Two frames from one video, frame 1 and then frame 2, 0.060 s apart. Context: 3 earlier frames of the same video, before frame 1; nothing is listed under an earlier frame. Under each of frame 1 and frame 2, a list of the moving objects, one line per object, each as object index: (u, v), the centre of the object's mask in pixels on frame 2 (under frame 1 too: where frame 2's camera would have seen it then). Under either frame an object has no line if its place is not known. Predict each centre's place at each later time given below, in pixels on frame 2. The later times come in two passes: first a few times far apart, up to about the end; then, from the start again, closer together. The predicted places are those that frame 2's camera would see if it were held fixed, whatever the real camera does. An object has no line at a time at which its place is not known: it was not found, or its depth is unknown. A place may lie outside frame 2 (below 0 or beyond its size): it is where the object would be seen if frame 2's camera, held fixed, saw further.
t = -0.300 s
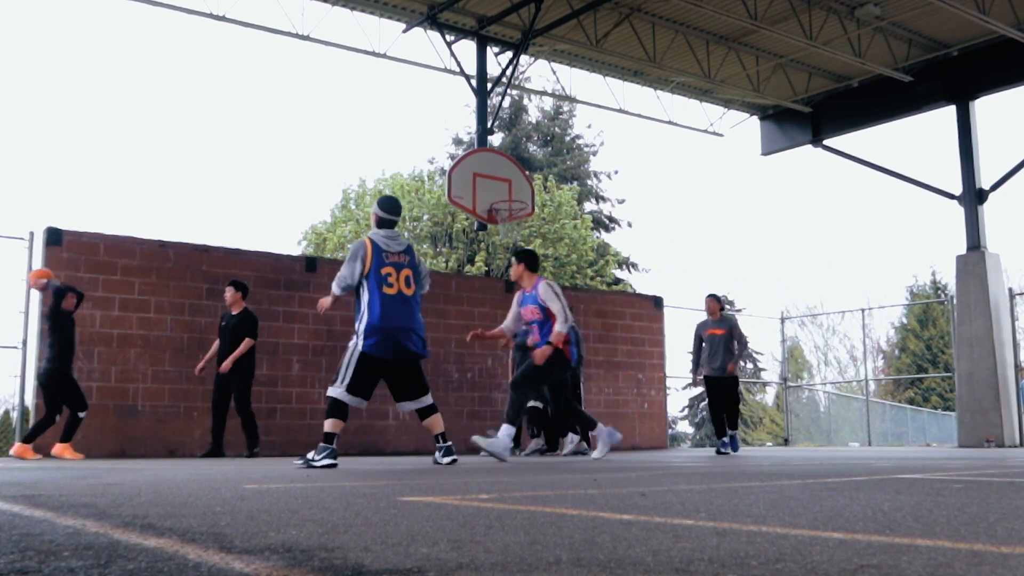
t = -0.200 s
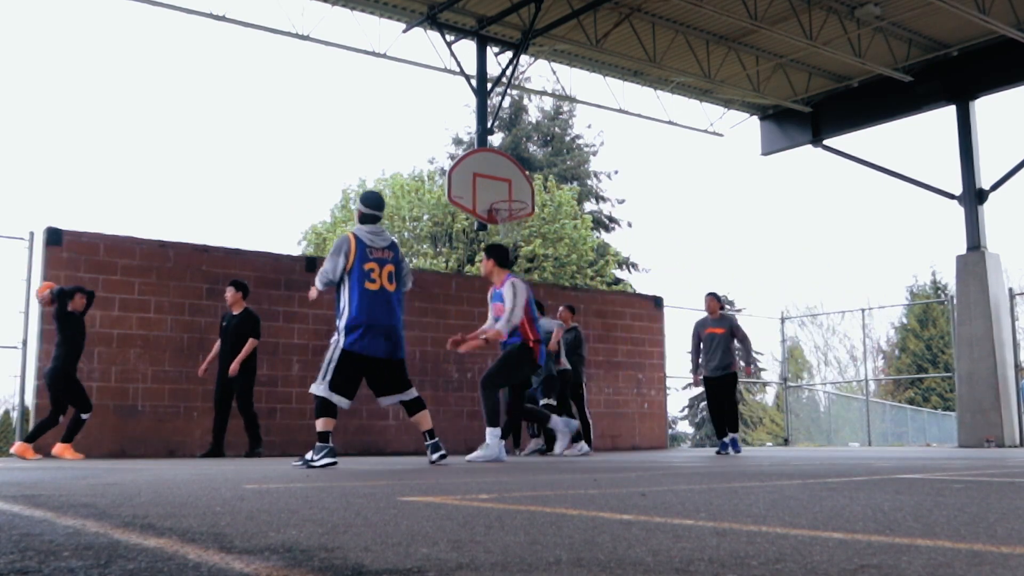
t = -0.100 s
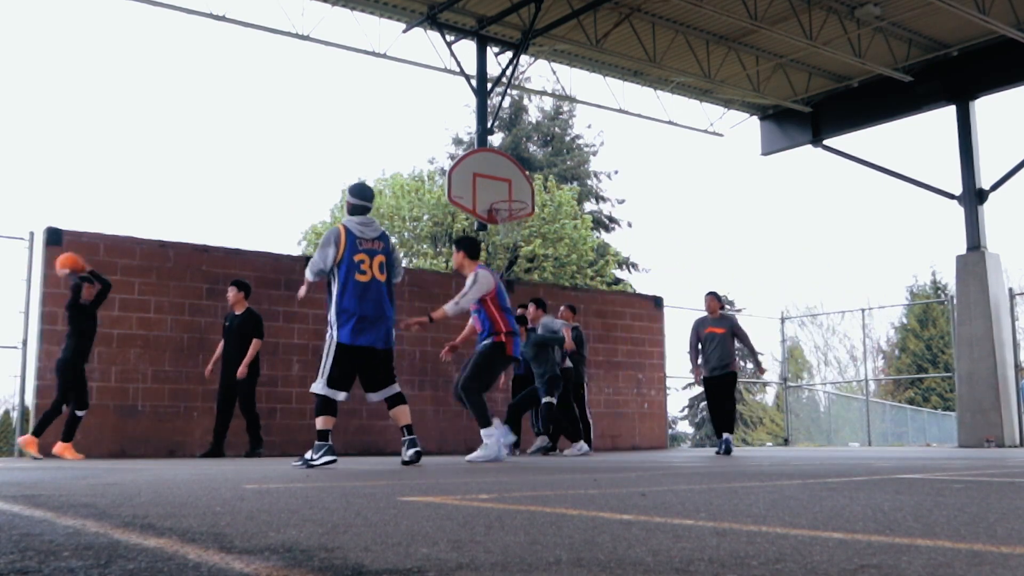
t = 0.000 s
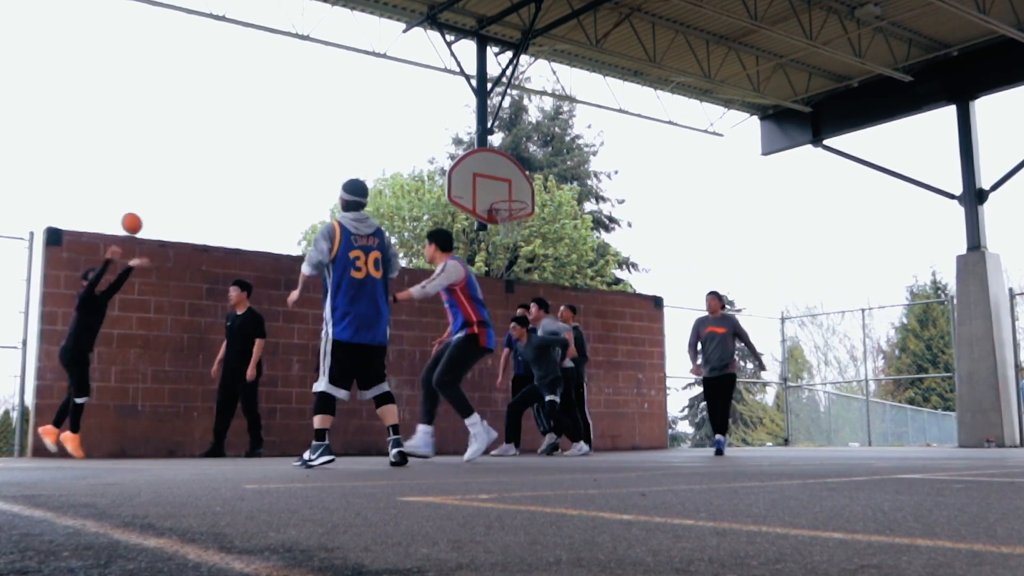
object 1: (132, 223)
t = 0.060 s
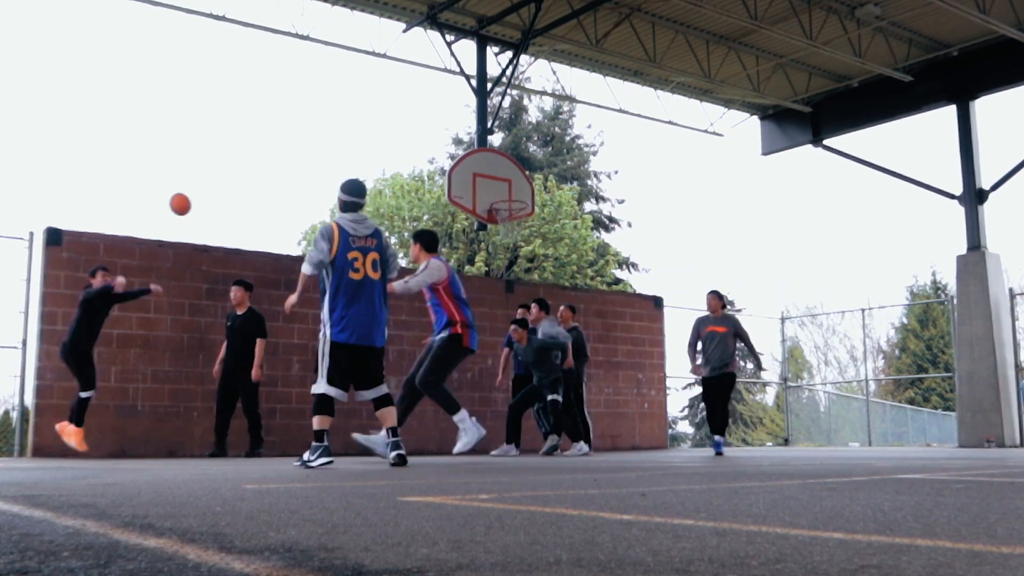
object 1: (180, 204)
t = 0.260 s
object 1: (362, 163)
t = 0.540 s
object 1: (688, 178)
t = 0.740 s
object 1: (1003, 270)
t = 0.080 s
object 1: (197, 198)
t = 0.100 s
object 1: (214, 193)
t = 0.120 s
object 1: (231, 188)
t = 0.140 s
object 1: (249, 183)
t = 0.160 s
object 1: (267, 179)
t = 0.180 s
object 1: (285, 175)
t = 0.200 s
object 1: (304, 171)
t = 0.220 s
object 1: (323, 168)
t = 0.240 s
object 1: (342, 165)
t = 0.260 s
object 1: (362, 163)
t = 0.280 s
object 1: (382, 161)
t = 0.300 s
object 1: (402, 159)
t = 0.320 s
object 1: (423, 158)
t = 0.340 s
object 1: (446, 158)
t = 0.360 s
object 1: (467, 157)
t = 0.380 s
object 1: (489, 157)
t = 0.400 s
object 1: (512, 157)
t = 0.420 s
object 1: (535, 158)
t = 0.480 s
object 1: (609, 166)
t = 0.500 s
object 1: (635, 169)
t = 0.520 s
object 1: (661, 173)
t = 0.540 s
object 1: (688, 178)
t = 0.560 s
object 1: (716, 183)
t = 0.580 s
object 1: (745, 189)
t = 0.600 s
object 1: (774, 196)
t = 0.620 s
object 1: (804, 204)
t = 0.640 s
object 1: (835, 213)
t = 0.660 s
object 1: (867, 223)
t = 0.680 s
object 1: (900, 233)
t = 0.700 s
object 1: (934, 244)
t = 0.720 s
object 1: (972, 257)
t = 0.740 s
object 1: (1003, 270)
